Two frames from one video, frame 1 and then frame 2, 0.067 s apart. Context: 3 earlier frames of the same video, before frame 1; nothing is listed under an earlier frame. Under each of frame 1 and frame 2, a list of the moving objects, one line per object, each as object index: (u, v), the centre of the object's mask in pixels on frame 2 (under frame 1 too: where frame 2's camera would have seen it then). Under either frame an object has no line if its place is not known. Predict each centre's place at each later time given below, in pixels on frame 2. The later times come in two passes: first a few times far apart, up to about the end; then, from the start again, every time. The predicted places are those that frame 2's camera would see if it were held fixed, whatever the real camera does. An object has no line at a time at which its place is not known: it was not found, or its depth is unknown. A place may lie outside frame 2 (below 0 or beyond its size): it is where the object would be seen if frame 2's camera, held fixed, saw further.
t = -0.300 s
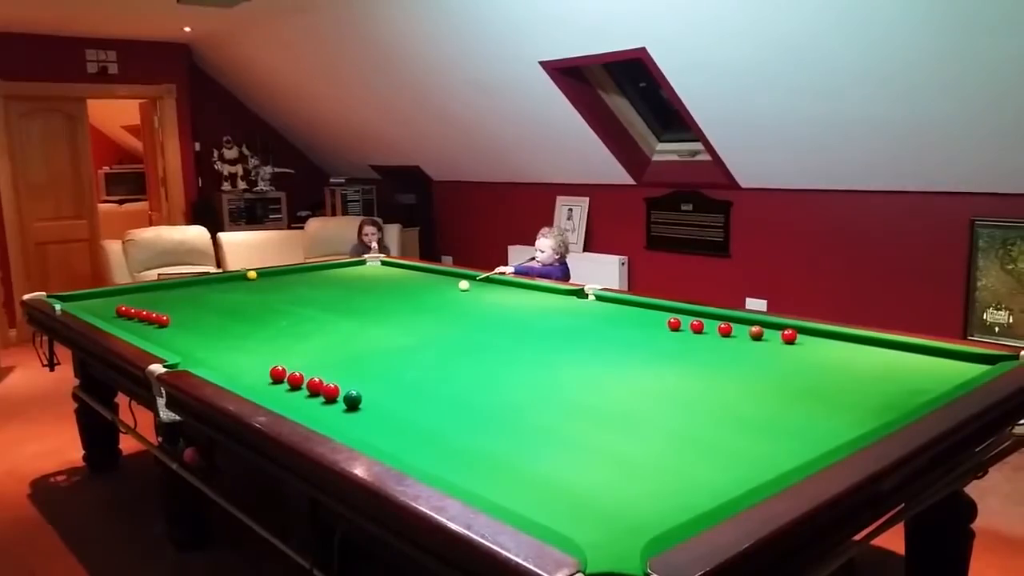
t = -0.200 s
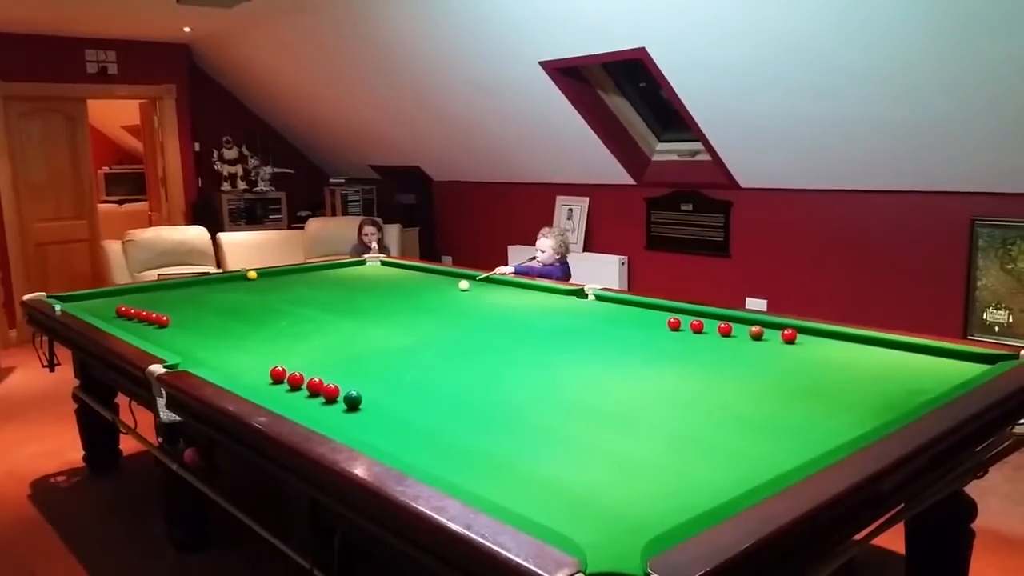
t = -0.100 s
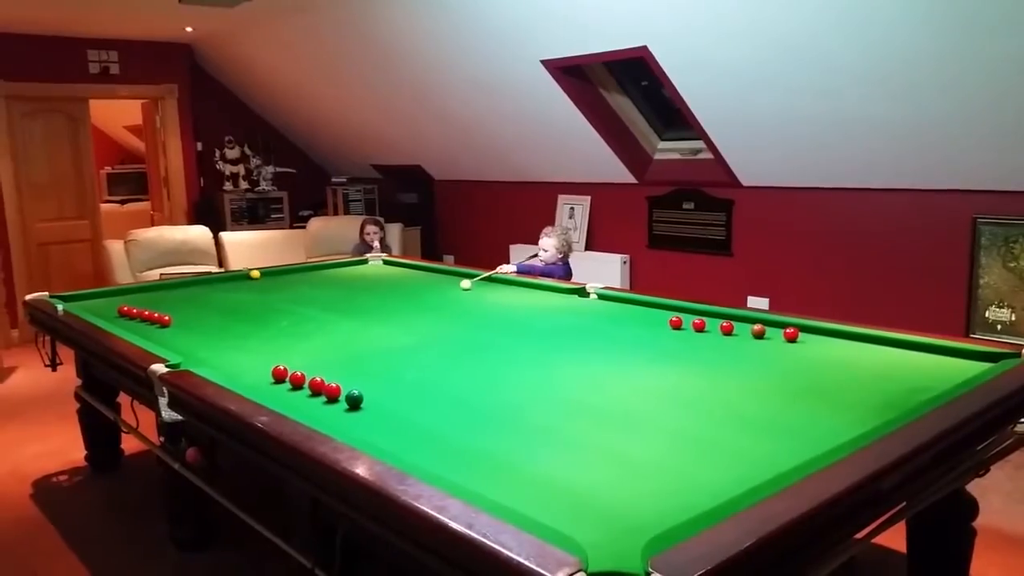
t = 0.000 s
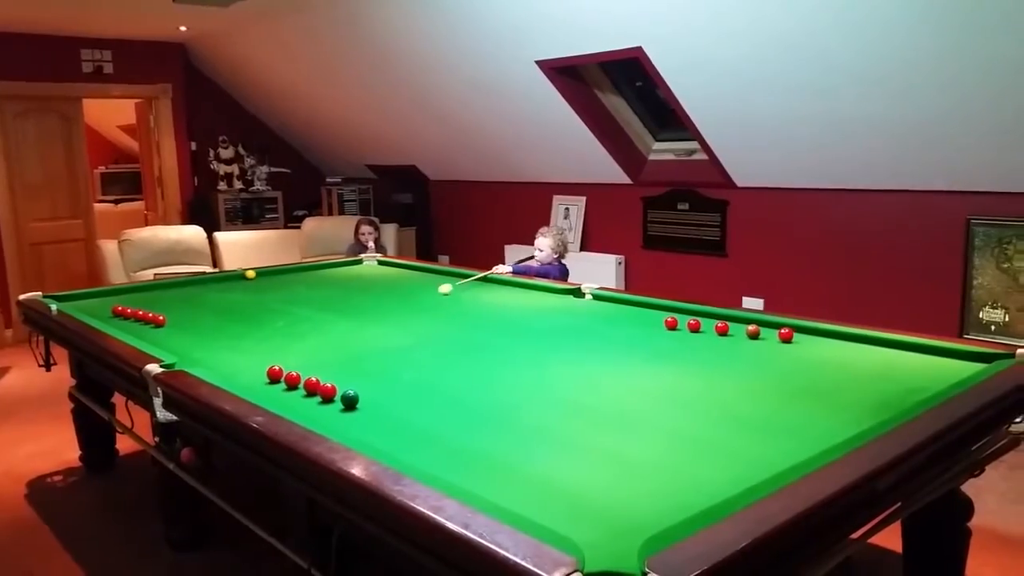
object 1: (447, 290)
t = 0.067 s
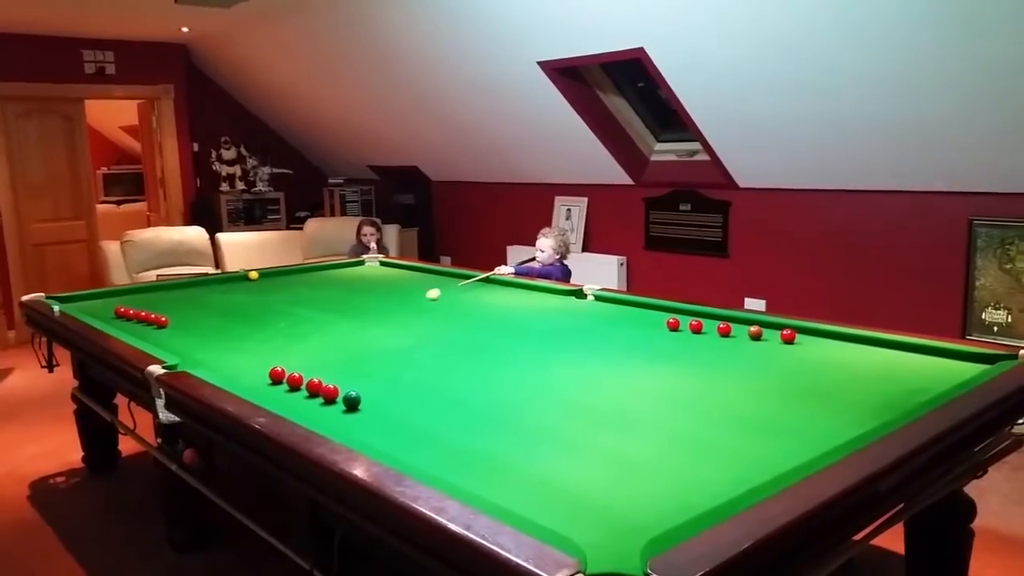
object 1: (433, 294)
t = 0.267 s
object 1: (389, 307)
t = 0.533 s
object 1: (319, 328)
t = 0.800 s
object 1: (229, 354)
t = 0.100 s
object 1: (426, 296)
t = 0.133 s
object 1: (419, 298)
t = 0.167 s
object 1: (412, 300)
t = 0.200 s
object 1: (405, 303)
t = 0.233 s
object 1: (397, 305)
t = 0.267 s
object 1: (389, 307)
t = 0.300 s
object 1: (381, 310)
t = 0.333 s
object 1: (373, 312)
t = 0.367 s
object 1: (364, 315)
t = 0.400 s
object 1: (356, 317)
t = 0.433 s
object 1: (347, 320)
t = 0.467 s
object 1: (338, 322)
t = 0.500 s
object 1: (328, 325)
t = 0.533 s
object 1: (319, 328)
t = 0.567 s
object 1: (308, 331)
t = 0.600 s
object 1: (298, 334)
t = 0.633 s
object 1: (288, 337)
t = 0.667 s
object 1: (277, 340)
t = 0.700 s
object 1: (266, 343)
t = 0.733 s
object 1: (254, 347)
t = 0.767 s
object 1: (242, 350)
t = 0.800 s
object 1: (229, 354)
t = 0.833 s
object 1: (217, 358)
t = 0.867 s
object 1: (204, 361)
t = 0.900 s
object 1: (190, 364)
